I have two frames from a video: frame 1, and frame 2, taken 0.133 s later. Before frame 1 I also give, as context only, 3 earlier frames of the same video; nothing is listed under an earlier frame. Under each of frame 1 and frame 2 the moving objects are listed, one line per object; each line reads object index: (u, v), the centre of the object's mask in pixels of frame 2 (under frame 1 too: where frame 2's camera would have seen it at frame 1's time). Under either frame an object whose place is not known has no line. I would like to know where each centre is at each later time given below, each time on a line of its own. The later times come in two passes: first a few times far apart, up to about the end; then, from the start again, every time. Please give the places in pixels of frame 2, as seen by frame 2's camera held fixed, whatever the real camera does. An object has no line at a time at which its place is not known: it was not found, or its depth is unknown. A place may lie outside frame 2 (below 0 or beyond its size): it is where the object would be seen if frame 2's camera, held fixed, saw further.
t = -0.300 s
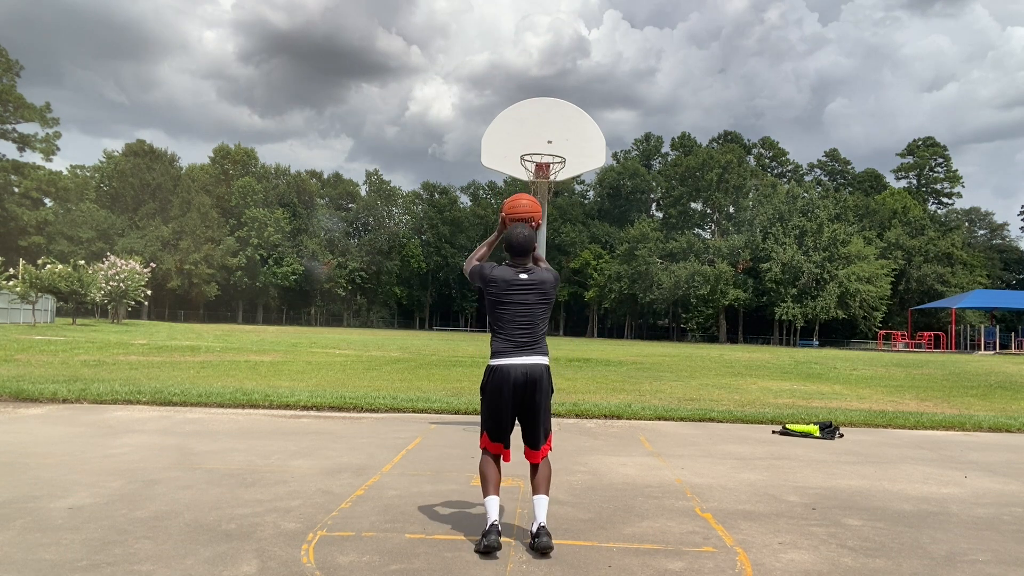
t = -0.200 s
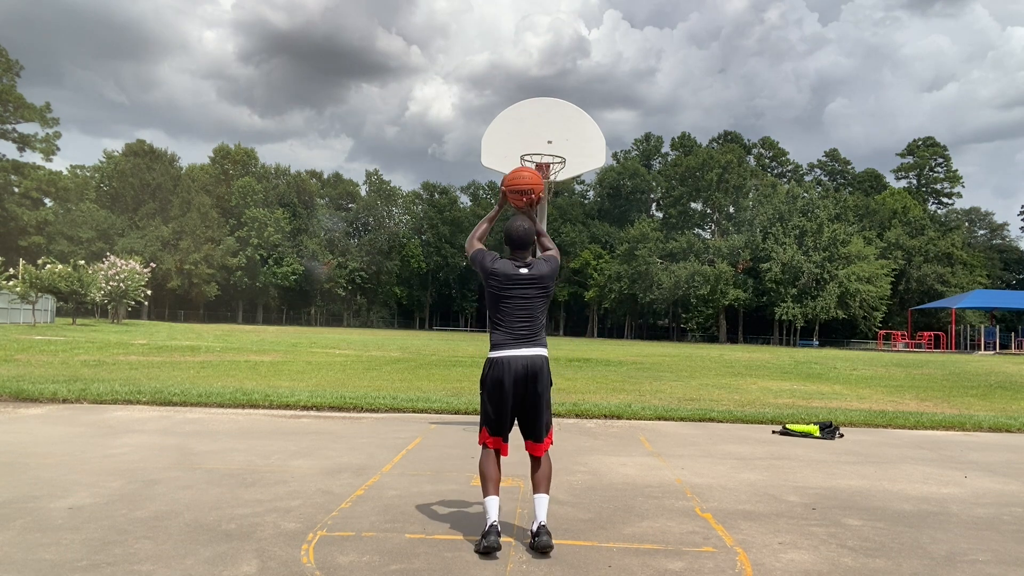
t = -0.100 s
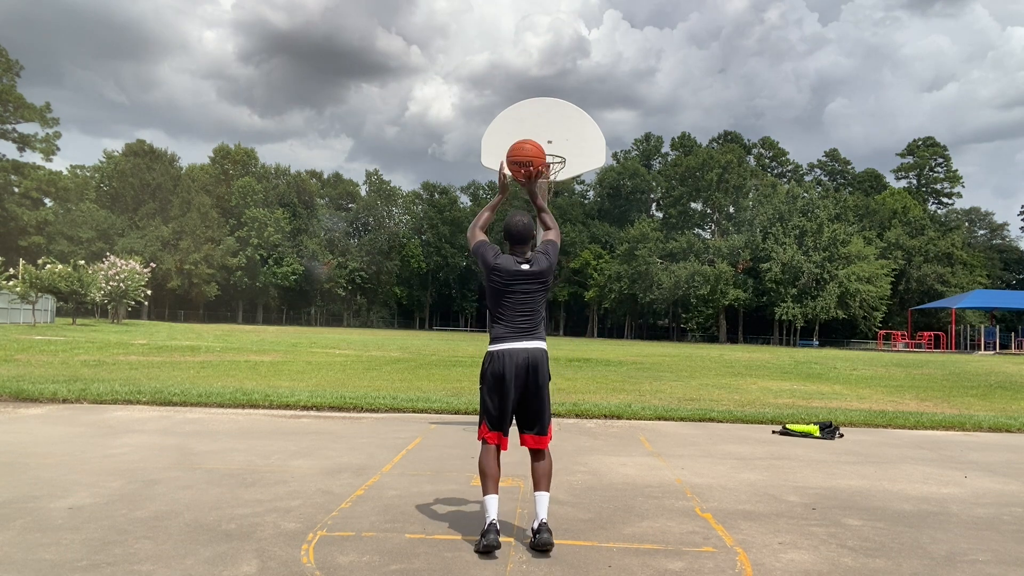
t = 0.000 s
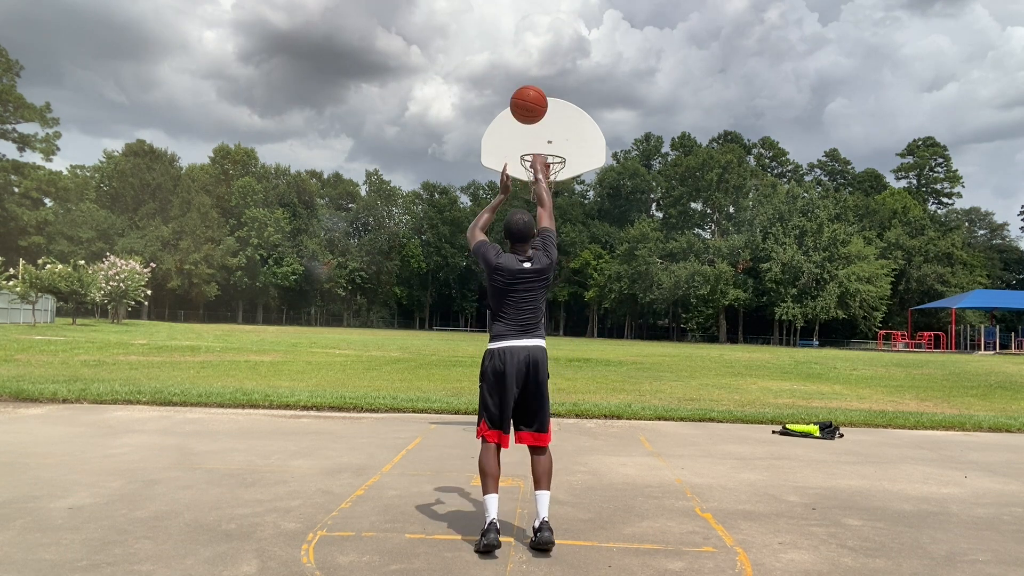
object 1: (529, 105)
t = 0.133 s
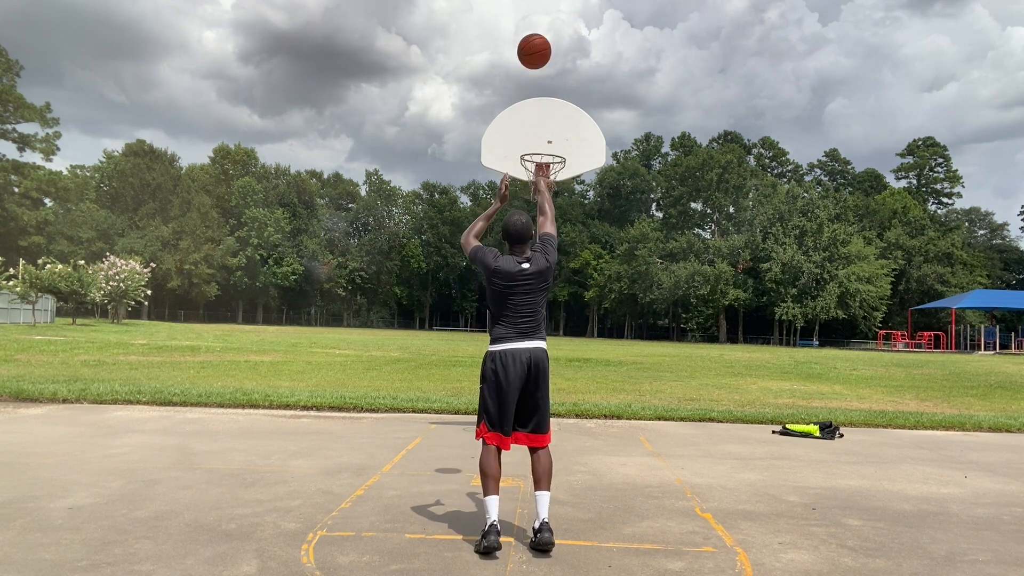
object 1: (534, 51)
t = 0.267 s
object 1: (538, 30)
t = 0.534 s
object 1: (542, 52)
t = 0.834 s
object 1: (543, 146)
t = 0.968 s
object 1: (542, 181)
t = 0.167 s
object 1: (535, 43)
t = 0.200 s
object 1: (536, 37)
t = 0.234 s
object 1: (537, 33)
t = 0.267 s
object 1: (538, 30)
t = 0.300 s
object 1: (539, 28)
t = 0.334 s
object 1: (539, 28)
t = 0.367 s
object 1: (540, 29)
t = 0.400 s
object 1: (540, 32)
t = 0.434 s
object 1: (541, 35)
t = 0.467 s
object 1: (541, 40)
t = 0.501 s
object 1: (542, 46)
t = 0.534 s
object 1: (542, 52)
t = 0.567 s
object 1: (542, 60)
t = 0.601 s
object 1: (542, 68)
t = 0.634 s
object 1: (543, 77)
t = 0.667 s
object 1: (543, 87)
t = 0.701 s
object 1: (543, 97)
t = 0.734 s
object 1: (543, 109)
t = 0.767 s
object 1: (543, 121)
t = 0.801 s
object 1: (543, 133)
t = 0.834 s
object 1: (543, 146)
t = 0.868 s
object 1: (543, 159)
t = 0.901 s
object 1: (543, 169)
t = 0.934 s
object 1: (543, 177)
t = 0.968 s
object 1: (542, 181)
